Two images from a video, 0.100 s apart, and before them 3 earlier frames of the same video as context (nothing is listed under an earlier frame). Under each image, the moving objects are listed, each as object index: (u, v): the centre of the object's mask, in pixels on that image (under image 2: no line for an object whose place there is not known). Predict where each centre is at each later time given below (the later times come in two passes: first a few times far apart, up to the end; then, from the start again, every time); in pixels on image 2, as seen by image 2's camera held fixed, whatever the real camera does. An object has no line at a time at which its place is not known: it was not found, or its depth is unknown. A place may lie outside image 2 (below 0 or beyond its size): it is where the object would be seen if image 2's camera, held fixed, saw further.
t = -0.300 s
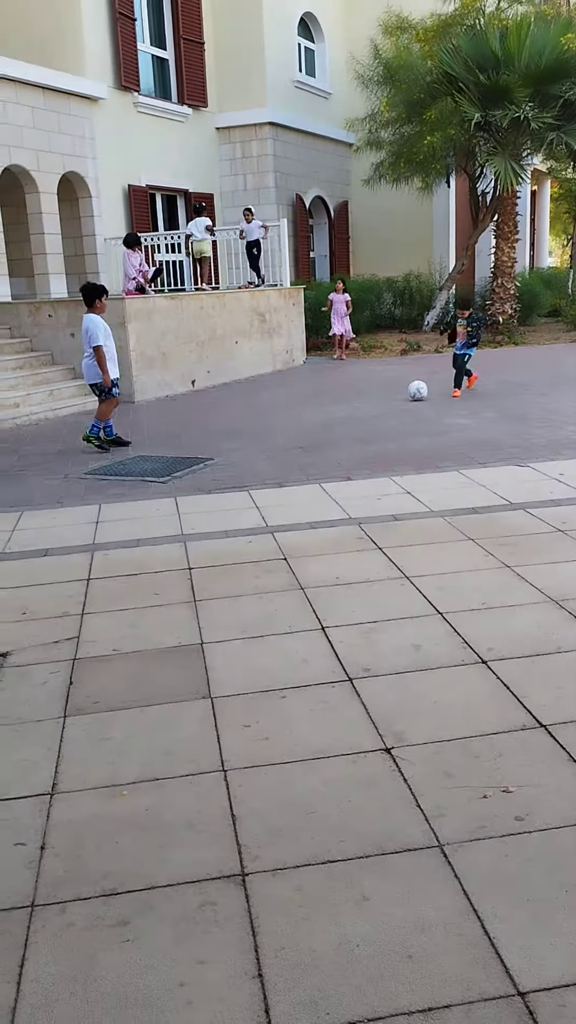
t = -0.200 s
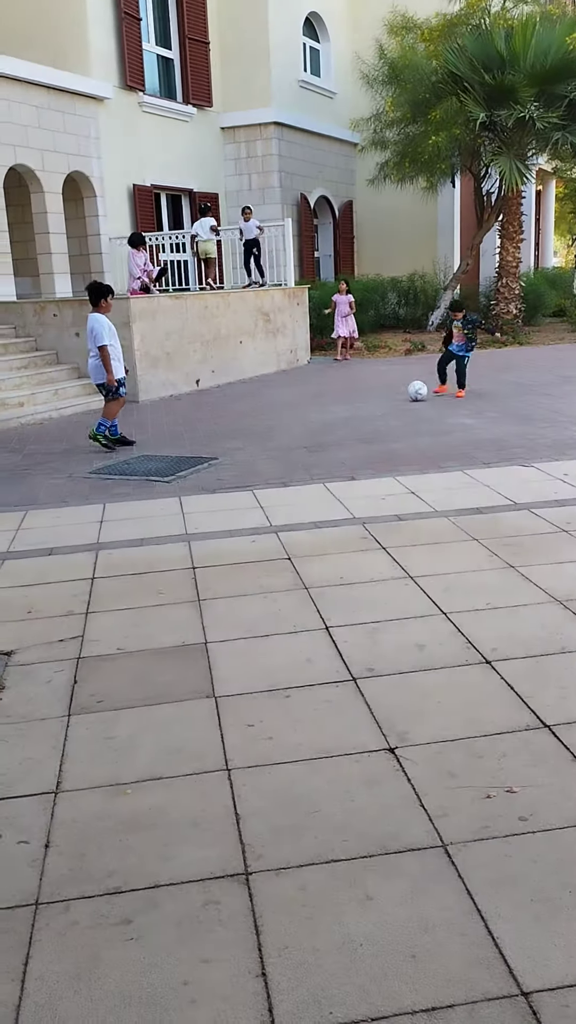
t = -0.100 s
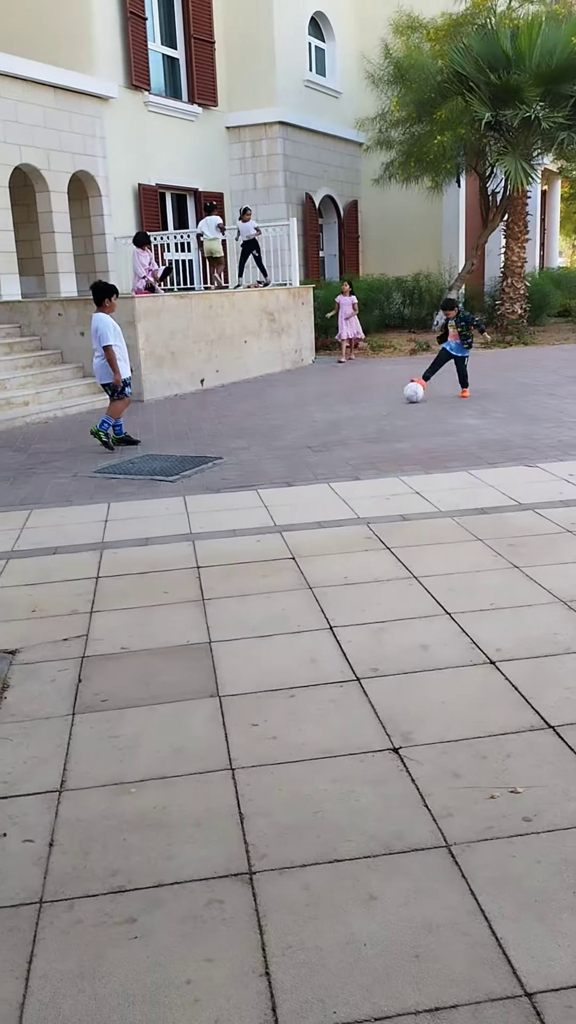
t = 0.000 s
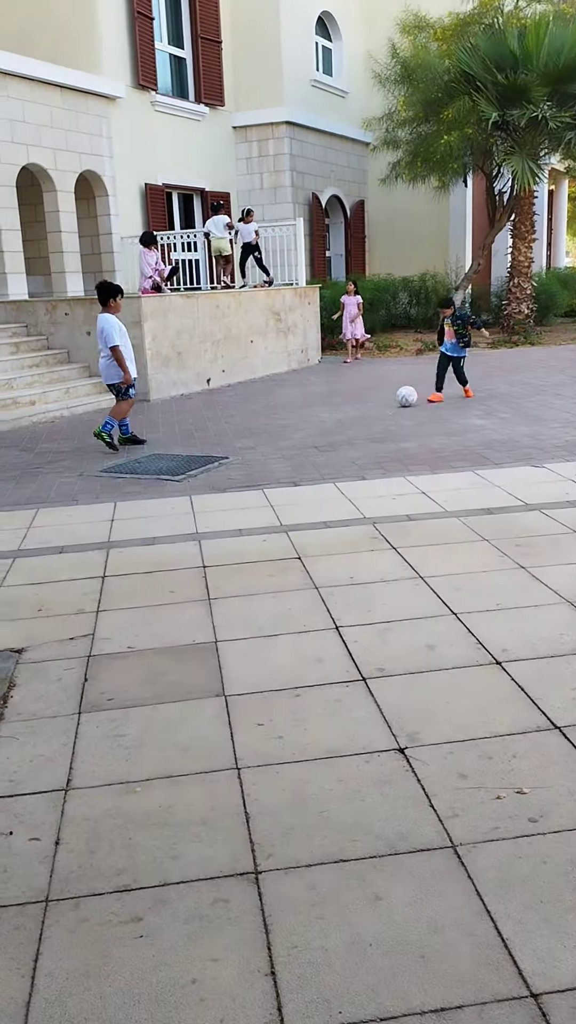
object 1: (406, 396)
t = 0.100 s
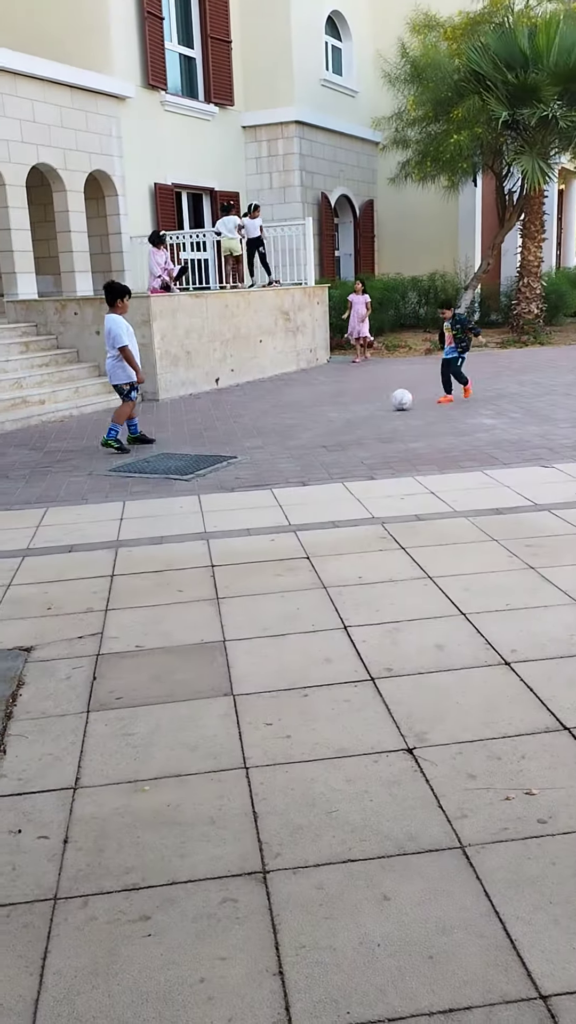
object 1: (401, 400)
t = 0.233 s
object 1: (382, 404)
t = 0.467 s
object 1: (344, 413)
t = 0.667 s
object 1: (308, 423)
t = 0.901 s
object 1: (262, 434)
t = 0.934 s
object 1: (255, 436)
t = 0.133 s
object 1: (396, 401)
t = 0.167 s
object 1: (392, 402)
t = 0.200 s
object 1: (387, 403)
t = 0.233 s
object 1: (382, 404)
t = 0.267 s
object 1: (376, 405)
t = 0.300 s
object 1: (371, 406)
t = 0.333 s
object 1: (366, 408)
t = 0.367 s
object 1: (360, 409)
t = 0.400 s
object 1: (355, 410)
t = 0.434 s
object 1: (350, 411)
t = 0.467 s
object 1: (344, 413)
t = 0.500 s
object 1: (338, 415)
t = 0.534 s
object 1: (332, 416)
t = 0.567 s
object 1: (326, 418)
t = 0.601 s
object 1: (320, 419)
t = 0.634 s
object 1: (314, 421)
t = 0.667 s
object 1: (308, 423)
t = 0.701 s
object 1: (302, 425)
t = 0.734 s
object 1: (296, 426)
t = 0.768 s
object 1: (289, 428)
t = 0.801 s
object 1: (282, 429)
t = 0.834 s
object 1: (276, 431)
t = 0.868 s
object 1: (269, 433)
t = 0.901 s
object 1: (262, 434)
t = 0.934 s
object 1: (255, 436)
